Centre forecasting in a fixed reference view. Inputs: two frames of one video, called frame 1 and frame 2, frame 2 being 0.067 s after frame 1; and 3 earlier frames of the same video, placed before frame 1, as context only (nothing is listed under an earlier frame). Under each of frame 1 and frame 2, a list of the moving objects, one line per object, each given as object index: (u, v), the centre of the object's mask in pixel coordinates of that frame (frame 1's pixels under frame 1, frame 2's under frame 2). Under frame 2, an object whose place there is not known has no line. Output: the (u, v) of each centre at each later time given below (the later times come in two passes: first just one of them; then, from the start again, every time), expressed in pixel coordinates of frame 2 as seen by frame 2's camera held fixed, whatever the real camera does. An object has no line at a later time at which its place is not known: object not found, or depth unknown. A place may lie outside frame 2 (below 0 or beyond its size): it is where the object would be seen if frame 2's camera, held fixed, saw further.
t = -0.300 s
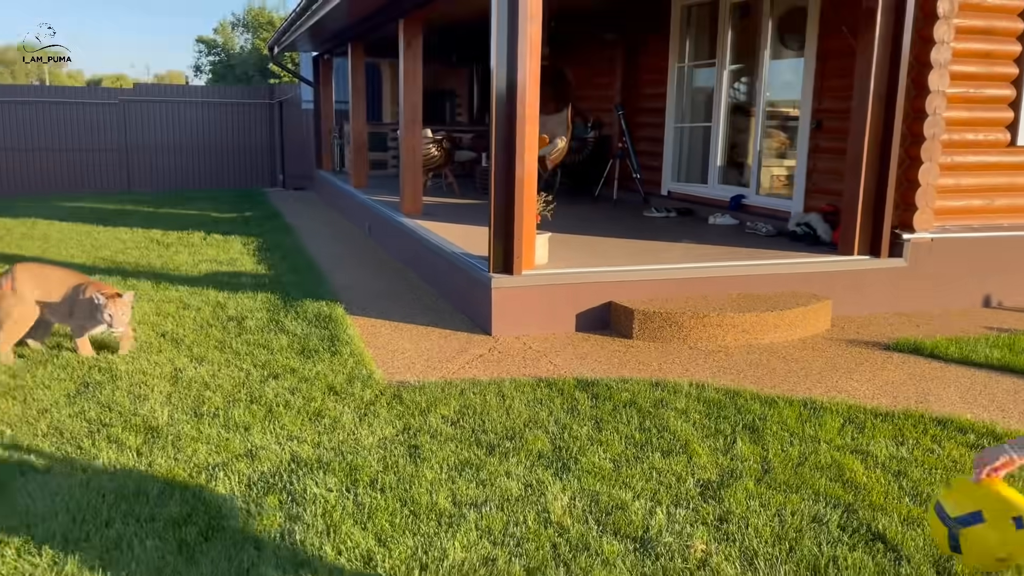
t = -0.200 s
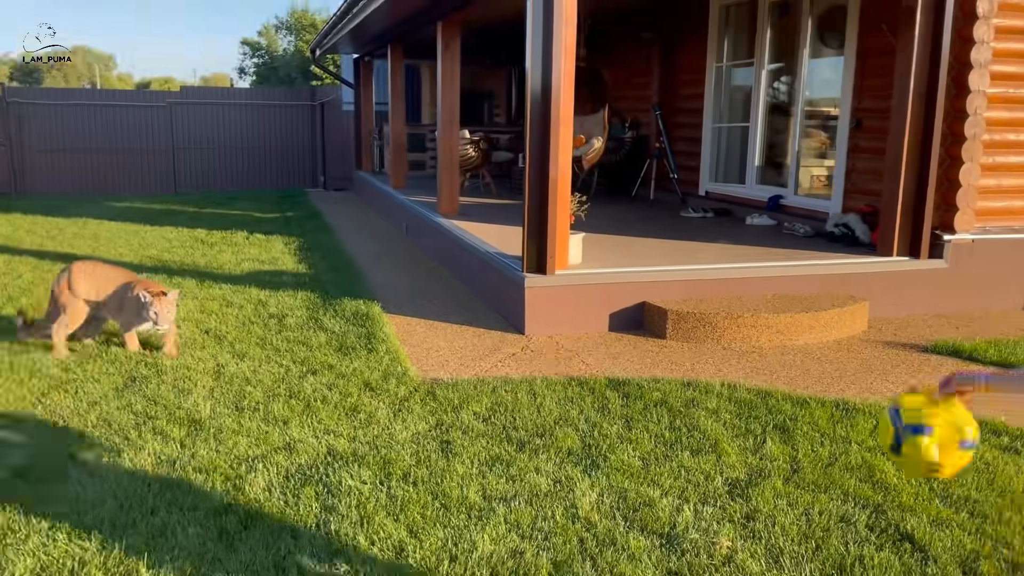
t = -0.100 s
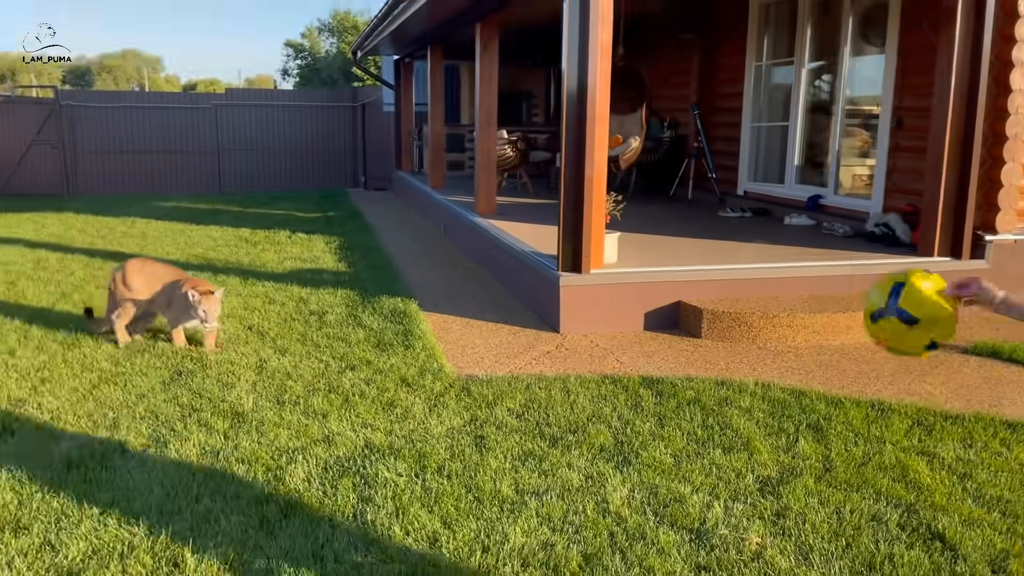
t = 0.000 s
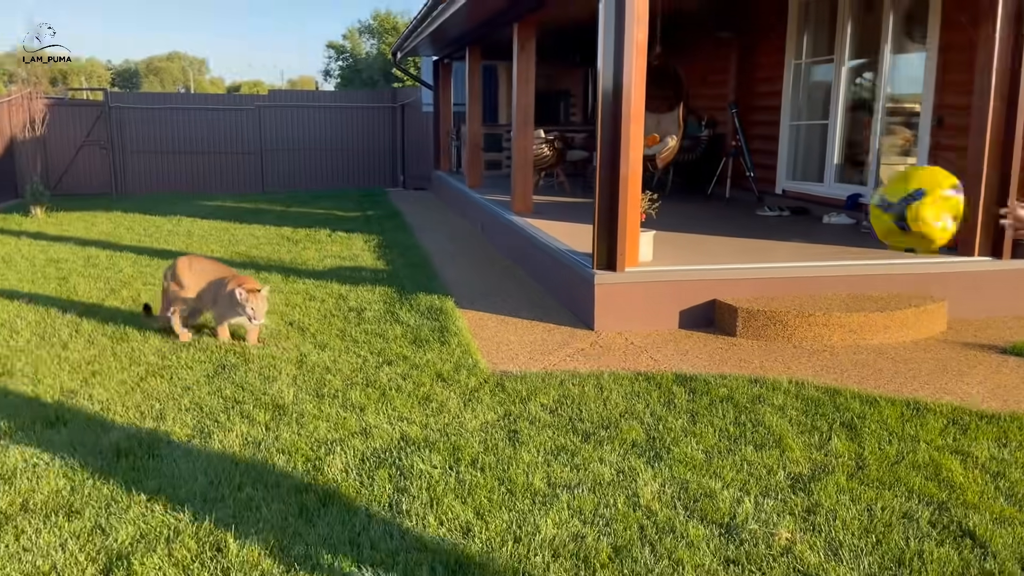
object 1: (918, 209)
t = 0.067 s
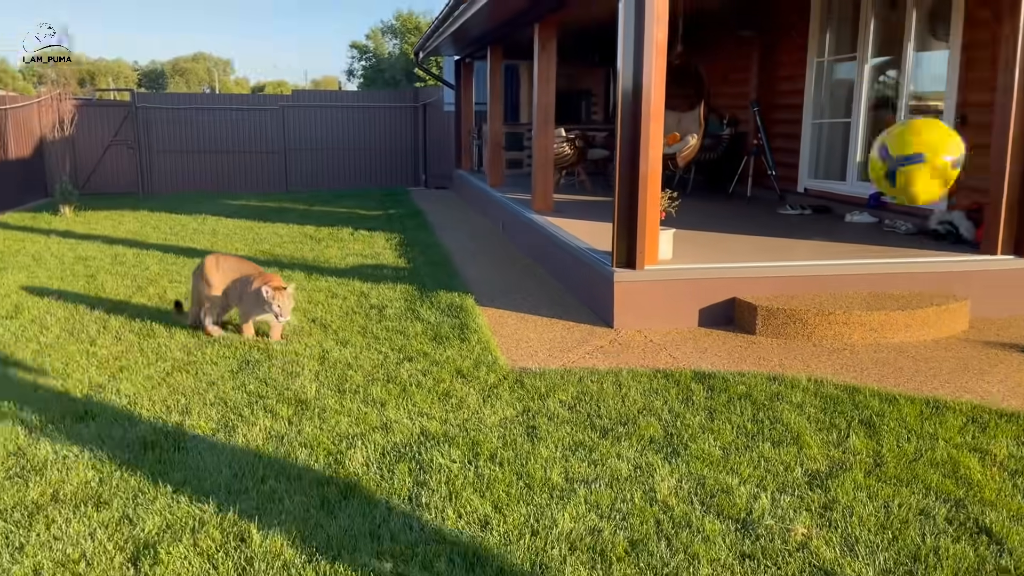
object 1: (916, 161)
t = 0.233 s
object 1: (850, 122)
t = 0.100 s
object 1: (905, 146)
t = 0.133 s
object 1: (891, 132)
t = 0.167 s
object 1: (878, 125)
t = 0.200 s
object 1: (865, 122)
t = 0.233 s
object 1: (850, 122)
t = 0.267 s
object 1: (836, 127)
